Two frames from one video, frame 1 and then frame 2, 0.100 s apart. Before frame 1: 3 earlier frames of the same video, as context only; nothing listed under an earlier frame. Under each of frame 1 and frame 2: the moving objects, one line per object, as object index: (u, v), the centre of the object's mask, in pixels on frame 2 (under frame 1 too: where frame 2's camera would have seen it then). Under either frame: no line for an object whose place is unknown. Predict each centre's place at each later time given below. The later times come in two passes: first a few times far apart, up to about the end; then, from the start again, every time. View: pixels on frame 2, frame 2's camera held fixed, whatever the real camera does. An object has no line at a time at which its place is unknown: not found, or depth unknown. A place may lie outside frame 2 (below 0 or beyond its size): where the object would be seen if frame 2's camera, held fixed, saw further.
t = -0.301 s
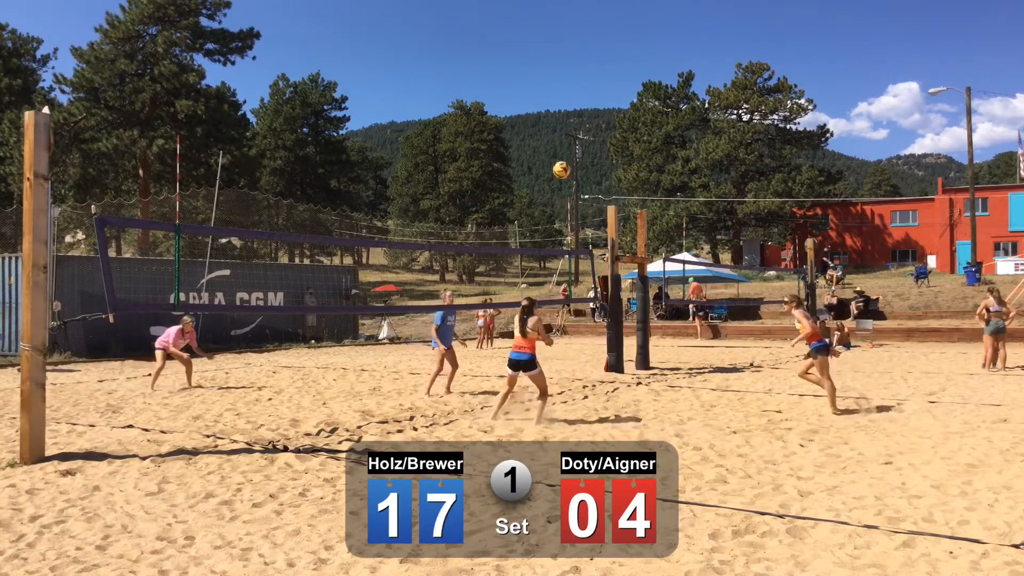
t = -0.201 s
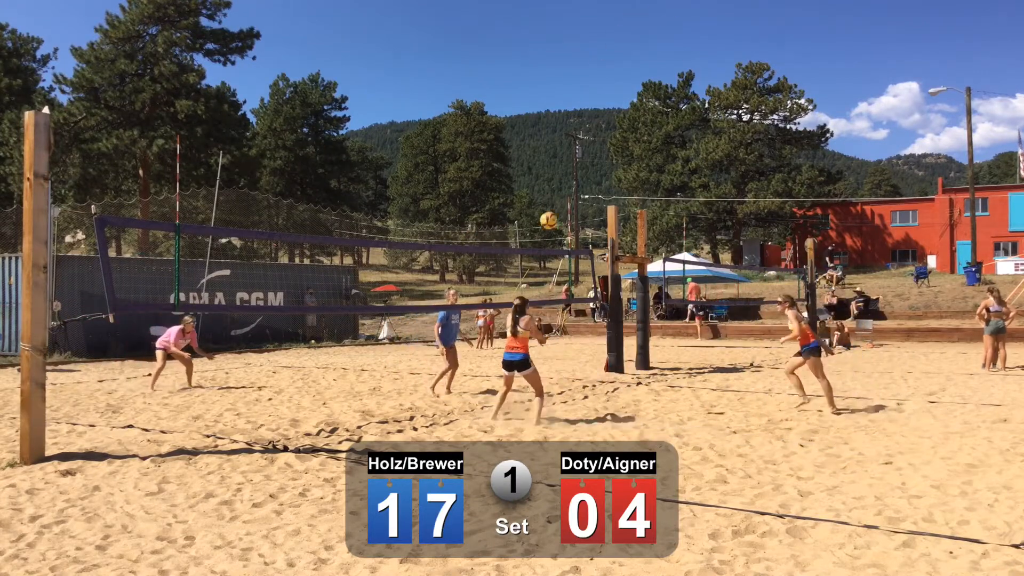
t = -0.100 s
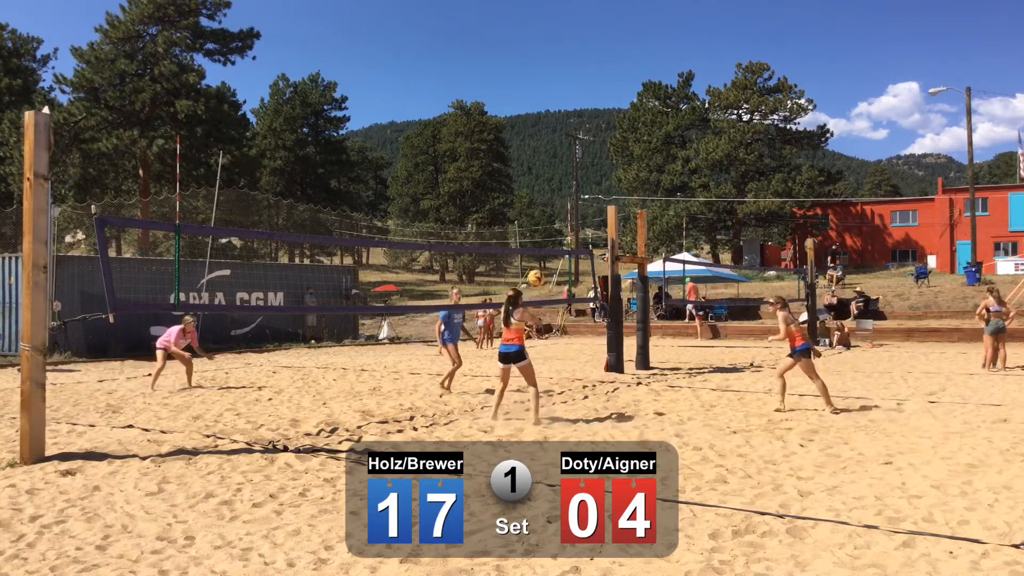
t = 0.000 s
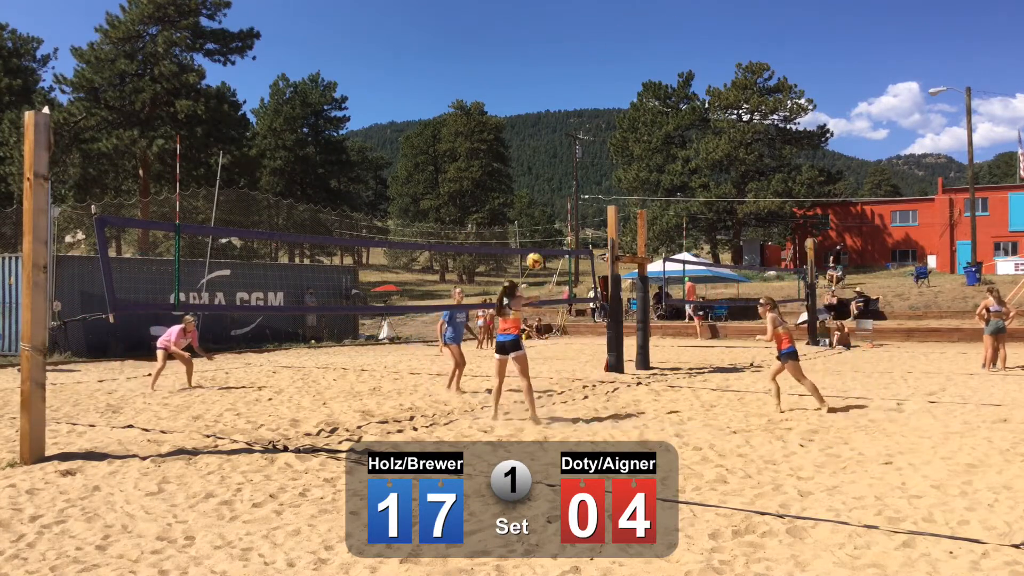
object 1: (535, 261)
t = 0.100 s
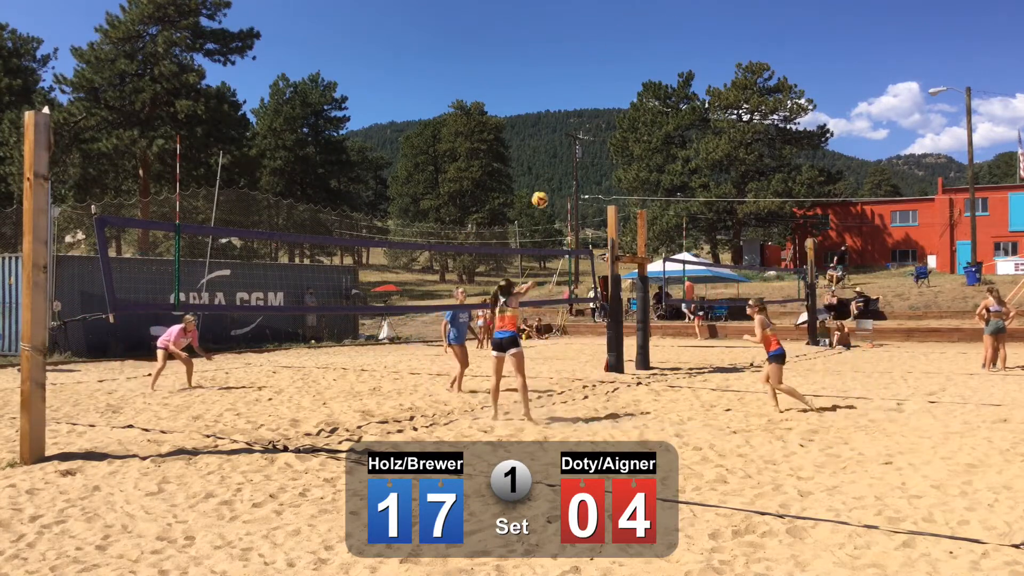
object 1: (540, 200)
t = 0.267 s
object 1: (548, 118)
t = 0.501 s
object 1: (558, 43)
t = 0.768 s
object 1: (570, 10)
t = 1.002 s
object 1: (581, 24)
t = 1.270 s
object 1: (593, 85)
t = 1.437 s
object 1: (600, 148)
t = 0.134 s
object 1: (542, 181)
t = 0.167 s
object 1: (543, 164)
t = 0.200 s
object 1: (545, 148)
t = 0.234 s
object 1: (546, 133)
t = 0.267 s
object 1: (548, 118)
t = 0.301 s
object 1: (550, 105)
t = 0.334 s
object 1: (551, 92)
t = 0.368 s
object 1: (552, 81)
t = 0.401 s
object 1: (554, 70)
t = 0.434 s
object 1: (555, 60)
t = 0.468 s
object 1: (557, 51)
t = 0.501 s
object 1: (558, 43)
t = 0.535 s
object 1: (560, 36)
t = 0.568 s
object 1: (561, 30)
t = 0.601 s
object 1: (563, 24)
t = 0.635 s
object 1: (565, 20)
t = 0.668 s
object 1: (566, 16)
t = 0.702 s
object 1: (568, 13)
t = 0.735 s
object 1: (569, 11)
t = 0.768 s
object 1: (570, 10)
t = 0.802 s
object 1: (572, 10)
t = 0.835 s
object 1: (573, 10)
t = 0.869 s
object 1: (575, 11)
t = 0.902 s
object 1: (576, 13)
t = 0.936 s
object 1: (578, 16)
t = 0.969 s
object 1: (579, 19)
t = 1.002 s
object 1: (581, 24)
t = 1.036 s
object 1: (582, 29)
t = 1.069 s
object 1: (584, 35)
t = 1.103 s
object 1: (586, 42)
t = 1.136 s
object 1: (587, 49)
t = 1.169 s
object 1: (588, 57)
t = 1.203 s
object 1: (590, 66)
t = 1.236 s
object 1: (591, 75)
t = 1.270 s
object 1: (593, 85)
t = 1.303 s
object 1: (594, 96)
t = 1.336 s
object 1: (596, 109)
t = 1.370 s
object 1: (597, 121)
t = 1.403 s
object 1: (599, 134)
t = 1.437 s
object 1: (600, 148)
